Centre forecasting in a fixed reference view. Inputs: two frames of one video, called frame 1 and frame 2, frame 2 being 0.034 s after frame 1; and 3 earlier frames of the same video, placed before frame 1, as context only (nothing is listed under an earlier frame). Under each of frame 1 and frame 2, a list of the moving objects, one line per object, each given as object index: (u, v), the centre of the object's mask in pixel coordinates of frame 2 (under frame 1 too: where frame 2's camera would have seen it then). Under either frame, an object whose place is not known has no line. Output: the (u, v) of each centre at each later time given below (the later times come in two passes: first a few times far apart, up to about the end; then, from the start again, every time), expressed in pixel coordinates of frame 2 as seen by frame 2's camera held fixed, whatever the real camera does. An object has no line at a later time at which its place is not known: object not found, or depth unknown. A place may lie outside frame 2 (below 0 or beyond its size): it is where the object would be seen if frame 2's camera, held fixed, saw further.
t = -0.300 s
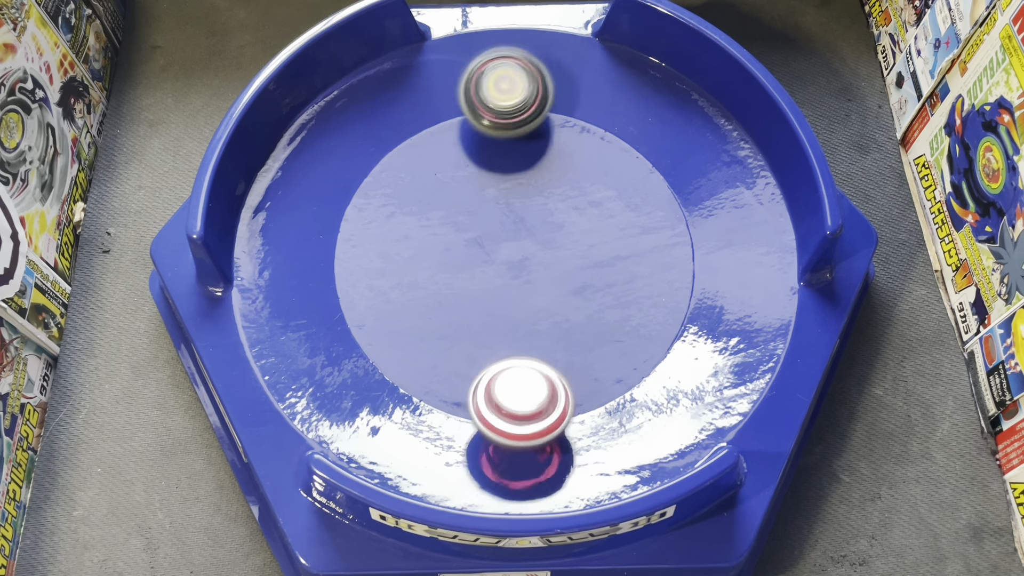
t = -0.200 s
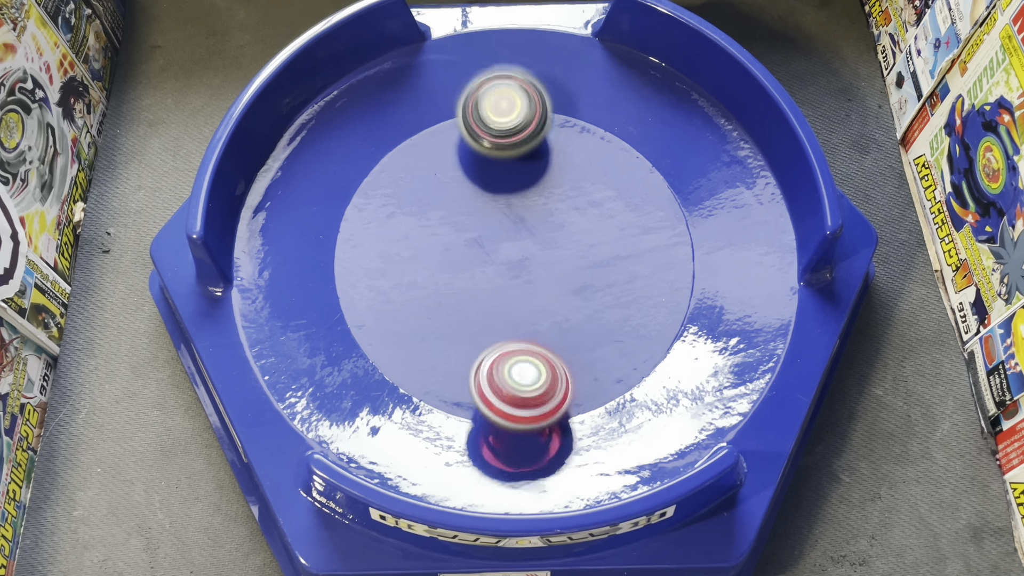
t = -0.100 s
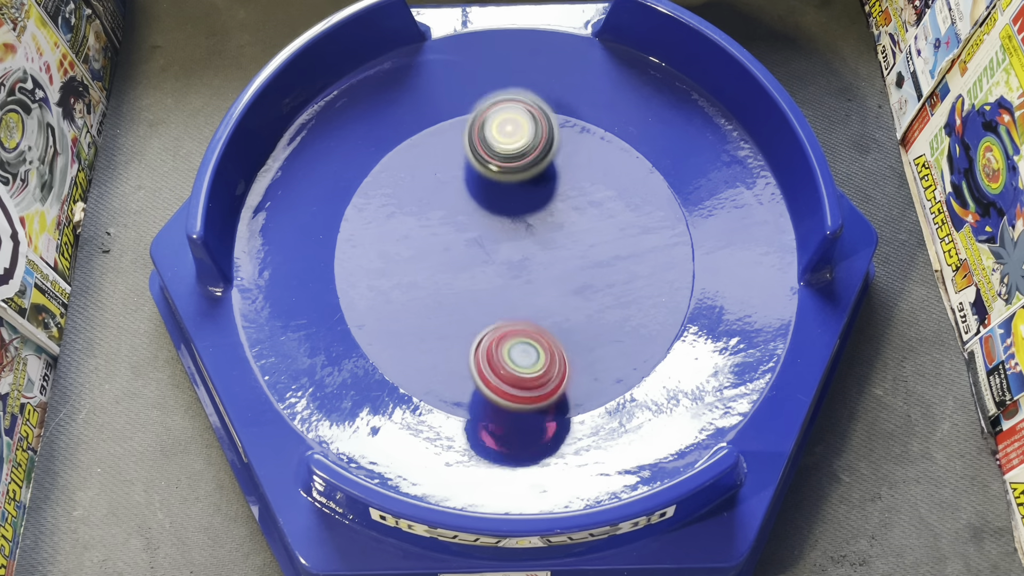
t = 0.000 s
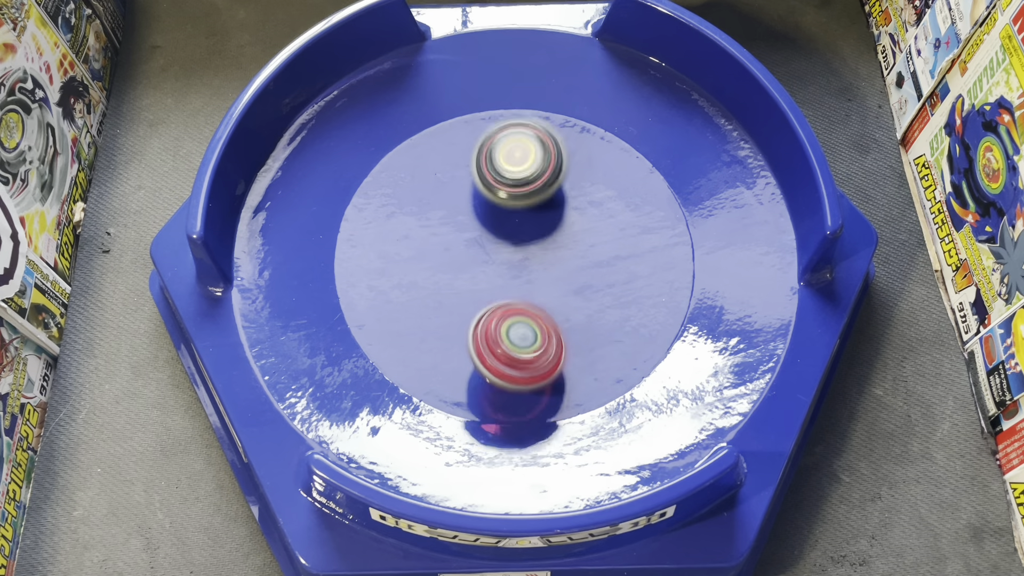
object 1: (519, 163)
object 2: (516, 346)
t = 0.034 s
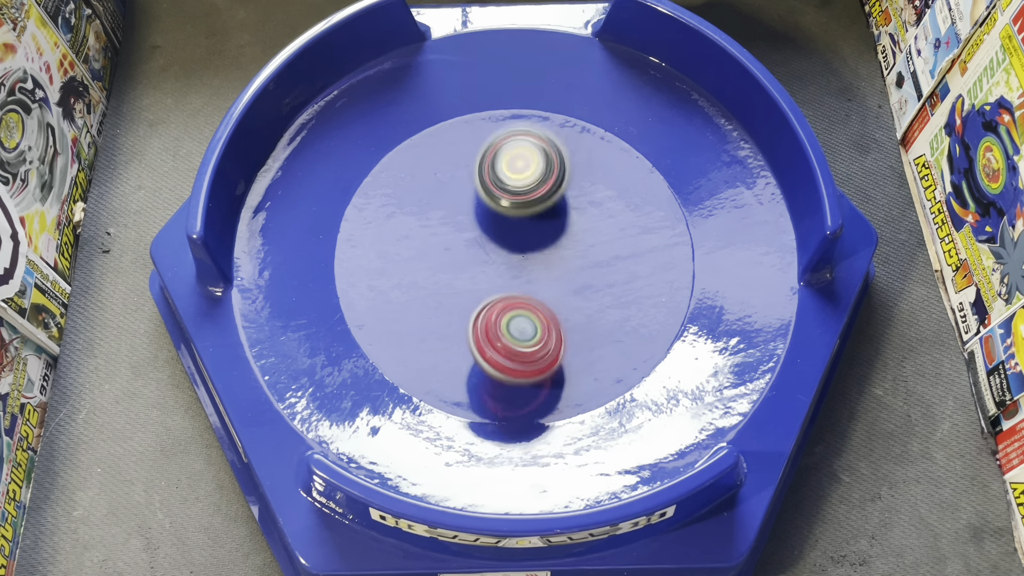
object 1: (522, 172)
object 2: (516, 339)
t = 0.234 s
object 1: (541, 203)
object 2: (513, 329)
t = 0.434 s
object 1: (569, 175)
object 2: (494, 396)
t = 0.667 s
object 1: (562, 215)
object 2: (542, 378)
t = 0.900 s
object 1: (545, 257)
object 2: (577, 354)
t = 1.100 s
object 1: (506, 188)
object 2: (603, 400)
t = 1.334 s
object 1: (463, 169)
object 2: (619, 373)
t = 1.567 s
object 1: (432, 161)
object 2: (600, 344)
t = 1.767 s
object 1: (434, 185)
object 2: (576, 310)
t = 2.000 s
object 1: (456, 219)
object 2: (564, 272)
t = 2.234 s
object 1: (458, 245)
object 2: (597, 259)
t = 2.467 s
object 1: (473, 278)
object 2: (617, 254)
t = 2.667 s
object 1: (501, 297)
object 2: (629, 264)
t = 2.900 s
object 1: (494, 272)
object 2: (649, 308)
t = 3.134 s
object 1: (464, 253)
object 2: (611, 313)
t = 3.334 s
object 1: (455, 235)
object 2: (581, 292)
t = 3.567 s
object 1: (469, 217)
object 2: (571, 254)
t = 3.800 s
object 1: (485, 207)
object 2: (601, 230)
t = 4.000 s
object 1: (491, 206)
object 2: (631, 233)
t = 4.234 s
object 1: (504, 226)
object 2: (643, 260)
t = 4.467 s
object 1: (506, 220)
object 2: (632, 307)
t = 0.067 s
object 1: (524, 180)
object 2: (516, 333)
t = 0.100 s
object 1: (526, 189)
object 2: (518, 326)
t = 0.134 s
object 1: (529, 197)
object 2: (519, 319)
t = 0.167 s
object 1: (531, 206)
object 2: (520, 313)
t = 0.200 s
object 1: (533, 215)
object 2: (522, 307)
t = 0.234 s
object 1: (541, 203)
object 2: (513, 329)
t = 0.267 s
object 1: (552, 184)
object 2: (501, 359)
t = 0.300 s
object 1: (561, 171)
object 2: (492, 381)
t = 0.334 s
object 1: (567, 164)
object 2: (486, 394)
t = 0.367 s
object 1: (569, 165)
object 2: (485, 400)
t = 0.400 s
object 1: (570, 168)
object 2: (488, 399)
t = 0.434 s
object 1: (569, 175)
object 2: (494, 396)
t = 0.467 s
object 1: (569, 180)
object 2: (502, 392)
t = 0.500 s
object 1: (568, 186)
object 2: (510, 391)
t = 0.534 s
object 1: (567, 191)
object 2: (517, 388)
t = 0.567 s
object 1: (566, 197)
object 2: (523, 386)
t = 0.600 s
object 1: (565, 203)
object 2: (530, 383)
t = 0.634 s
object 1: (564, 209)
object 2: (536, 380)
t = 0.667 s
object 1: (562, 215)
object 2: (542, 378)
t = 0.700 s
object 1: (560, 221)
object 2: (547, 375)
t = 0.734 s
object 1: (558, 227)
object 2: (552, 372)
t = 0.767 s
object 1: (556, 233)
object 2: (558, 369)
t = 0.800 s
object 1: (553, 239)
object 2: (563, 365)
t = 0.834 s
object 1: (551, 245)
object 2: (568, 362)
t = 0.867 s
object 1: (548, 251)
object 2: (573, 358)
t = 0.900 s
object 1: (545, 257)
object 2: (577, 354)
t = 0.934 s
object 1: (543, 263)
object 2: (580, 350)
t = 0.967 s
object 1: (534, 244)
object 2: (588, 373)
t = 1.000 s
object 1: (526, 220)
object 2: (595, 394)
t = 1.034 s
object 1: (519, 203)
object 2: (599, 404)
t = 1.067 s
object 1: (512, 193)
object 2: (601, 404)
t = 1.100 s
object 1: (506, 188)
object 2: (603, 400)
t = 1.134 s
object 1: (499, 185)
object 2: (606, 397)
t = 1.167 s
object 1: (492, 182)
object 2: (609, 393)
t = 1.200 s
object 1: (486, 180)
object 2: (613, 389)
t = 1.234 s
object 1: (480, 176)
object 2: (615, 386)
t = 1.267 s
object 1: (474, 174)
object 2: (617, 382)
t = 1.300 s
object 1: (468, 171)
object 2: (618, 378)
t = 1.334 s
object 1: (463, 169)
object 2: (619, 373)
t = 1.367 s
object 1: (457, 167)
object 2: (618, 368)
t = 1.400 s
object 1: (452, 165)
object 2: (617, 364)
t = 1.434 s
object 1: (447, 163)
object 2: (614, 361)
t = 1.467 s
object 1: (442, 161)
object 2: (611, 357)
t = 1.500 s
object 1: (438, 160)
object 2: (608, 353)
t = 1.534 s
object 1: (435, 160)
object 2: (604, 348)
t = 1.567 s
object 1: (432, 161)
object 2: (600, 344)
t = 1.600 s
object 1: (430, 163)
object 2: (595, 338)
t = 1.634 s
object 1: (428, 165)
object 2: (591, 333)
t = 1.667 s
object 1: (429, 169)
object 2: (587, 327)
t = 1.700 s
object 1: (430, 174)
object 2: (583, 321)
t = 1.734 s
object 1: (432, 179)
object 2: (579, 316)
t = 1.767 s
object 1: (434, 185)
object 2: (576, 310)
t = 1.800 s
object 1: (435, 190)
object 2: (573, 304)
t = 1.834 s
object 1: (437, 195)
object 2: (570, 298)
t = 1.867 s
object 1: (440, 200)
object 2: (568, 293)
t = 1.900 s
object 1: (443, 205)
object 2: (566, 287)
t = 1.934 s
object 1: (447, 210)
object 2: (565, 282)
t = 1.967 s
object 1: (451, 215)
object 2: (564, 277)
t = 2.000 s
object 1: (456, 219)
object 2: (564, 272)
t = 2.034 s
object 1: (461, 225)
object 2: (564, 267)
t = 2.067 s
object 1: (465, 230)
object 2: (565, 263)
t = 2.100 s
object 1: (470, 235)
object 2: (566, 258)
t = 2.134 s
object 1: (461, 233)
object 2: (581, 260)
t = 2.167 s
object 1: (458, 235)
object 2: (590, 261)
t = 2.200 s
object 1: (458, 240)
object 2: (594, 261)
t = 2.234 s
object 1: (458, 245)
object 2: (597, 259)
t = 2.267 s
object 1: (458, 250)
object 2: (599, 257)
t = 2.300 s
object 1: (460, 255)
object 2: (602, 256)
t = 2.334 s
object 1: (461, 260)
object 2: (605, 255)
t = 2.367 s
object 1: (463, 264)
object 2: (608, 254)
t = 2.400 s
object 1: (466, 269)
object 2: (611, 254)
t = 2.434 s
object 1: (469, 273)
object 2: (614, 254)
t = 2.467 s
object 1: (473, 278)
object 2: (617, 254)
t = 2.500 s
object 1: (477, 282)
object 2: (620, 255)
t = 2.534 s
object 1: (481, 286)
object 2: (623, 255)
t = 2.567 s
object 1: (485, 289)
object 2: (625, 257)
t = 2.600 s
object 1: (491, 292)
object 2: (627, 259)
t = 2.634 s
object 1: (496, 295)
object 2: (628, 262)
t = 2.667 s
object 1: (501, 297)
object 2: (629, 264)
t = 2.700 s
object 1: (506, 300)
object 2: (630, 267)
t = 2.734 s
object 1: (511, 302)
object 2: (630, 270)
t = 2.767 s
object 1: (517, 303)
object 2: (629, 274)
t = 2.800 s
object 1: (513, 298)
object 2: (636, 282)
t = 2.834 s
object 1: (502, 288)
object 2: (647, 291)
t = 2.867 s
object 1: (497, 278)
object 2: (652, 301)
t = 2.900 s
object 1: (494, 272)
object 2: (649, 308)
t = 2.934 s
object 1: (489, 269)
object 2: (644, 312)
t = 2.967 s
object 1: (485, 267)
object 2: (639, 314)
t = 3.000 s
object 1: (480, 264)
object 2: (634, 315)
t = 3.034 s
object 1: (476, 262)
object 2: (628, 316)
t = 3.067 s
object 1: (472, 260)
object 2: (622, 316)
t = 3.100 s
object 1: (467, 256)
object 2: (616, 314)
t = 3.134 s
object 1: (464, 253)
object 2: (611, 313)
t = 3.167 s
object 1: (461, 250)
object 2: (605, 310)
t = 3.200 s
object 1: (459, 248)
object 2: (599, 308)
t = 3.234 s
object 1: (458, 245)
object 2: (593, 305)
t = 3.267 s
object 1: (456, 241)
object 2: (589, 301)
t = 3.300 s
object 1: (455, 238)
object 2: (585, 296)
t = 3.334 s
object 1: (455, 235)
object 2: (581, 292)
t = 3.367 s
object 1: (456, 232)
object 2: (578, 287)
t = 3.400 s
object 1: (457, 229)
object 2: (575, 282)
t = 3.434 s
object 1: (458, 226)
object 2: (574, 277)
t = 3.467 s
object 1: (461, 223)
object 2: (572, 271)
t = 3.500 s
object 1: (463, 221)
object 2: (571, 266)
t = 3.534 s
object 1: (466, 219)
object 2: (571, 260)
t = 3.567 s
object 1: (469, 217)
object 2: (571, 254)
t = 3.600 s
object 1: (473, 216)
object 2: (572, 249)
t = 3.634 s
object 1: (477, 215)
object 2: (574, 243)
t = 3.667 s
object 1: (479, 213)
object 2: (579, 239)
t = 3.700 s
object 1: (483, 211)
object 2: (583, 235)
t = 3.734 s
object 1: (487, 210)
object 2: (586, 232)
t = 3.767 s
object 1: (491, 210)
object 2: (589, 230)
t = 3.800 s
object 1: (485, 207)
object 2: (601, 230)
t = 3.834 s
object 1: (483, 203)
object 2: (609, 231)
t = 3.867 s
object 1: (484, 201)
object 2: (612, 230)
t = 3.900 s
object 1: (485, 201)
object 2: (616, 230)
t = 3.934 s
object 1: (487, 201)
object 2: (621, 231)
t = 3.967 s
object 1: (490, 202)
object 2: (626, 232)
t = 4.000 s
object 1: (491, 206)
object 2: (631, 233)
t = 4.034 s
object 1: (492, 209)
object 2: (634, 236)
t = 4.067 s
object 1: (492, 212)
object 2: (638, 239)
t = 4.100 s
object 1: (494, 215)
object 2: (641, 244)
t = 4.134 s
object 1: (497, 217)
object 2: (643, 247)
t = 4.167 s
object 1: (499, 220)
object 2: (644, 251)
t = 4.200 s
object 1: (501, 223)
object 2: (644, 255)
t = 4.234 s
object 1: (504, 226)
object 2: (643, 260)
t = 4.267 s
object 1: (506, 229)
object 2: (642, 265)
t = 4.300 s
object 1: (509, 232)
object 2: (640, 268)
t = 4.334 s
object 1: (512, 234)
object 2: (637, 272)
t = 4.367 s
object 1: (516, 238)
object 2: (632, 275)
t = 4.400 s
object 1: (519, 241)
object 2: (626, 277)
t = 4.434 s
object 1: (521, 244)
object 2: (621, 279)
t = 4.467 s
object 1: (506, 220)
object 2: (632, 307)
